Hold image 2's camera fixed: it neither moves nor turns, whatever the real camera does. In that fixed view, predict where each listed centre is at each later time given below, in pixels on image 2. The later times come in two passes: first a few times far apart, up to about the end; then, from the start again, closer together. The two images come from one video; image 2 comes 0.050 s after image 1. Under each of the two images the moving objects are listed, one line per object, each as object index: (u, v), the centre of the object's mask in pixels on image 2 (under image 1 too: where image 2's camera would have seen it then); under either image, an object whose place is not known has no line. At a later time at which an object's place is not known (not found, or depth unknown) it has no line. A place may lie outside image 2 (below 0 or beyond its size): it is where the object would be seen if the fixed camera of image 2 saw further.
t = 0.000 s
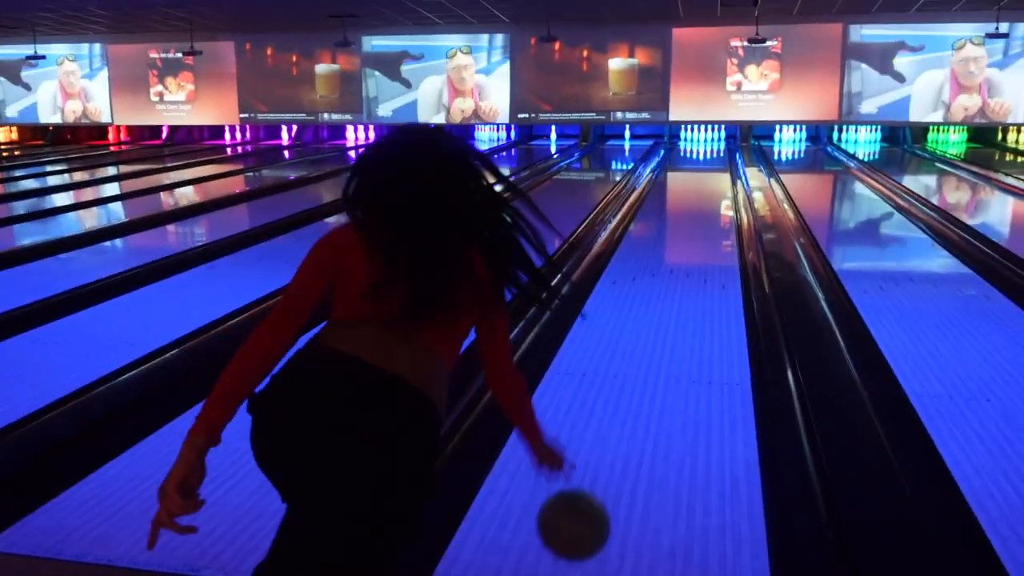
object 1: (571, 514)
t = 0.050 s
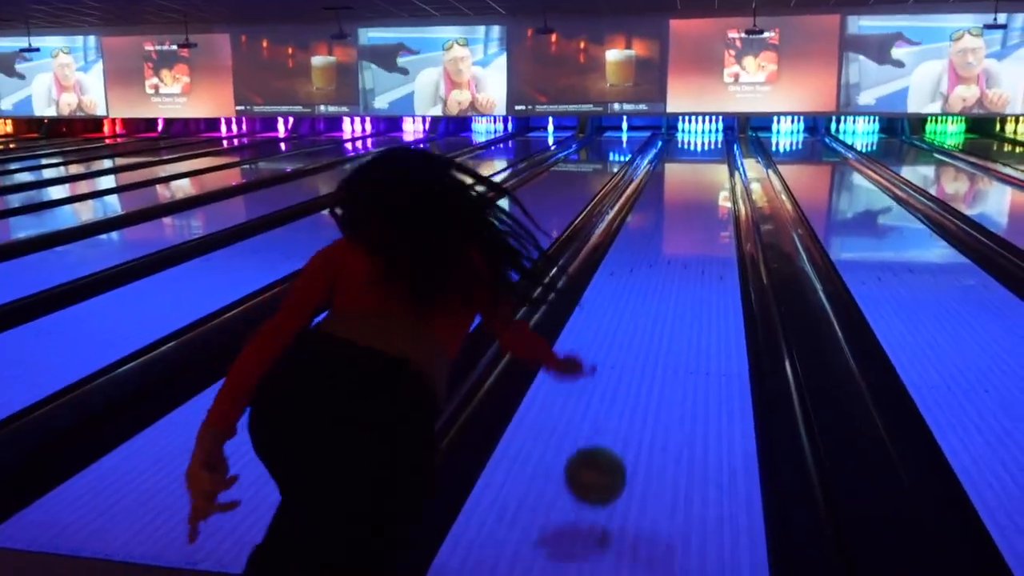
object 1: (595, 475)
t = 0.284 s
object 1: (655, 331)
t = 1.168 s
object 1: (705, 175)
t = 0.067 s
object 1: (602, 467)
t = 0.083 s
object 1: (608, 462)
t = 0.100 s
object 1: (614, 451)
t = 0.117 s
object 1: (619, 433)
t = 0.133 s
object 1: (624, 420)
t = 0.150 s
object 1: (628, 406)
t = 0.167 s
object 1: (632, 394)
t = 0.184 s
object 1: (636, 384)
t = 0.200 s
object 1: (640, 375)
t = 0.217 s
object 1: (643, 365)
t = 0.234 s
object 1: (646, 355)
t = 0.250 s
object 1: (649, 347)
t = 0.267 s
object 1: (652, 339)
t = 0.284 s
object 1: (655, 331)
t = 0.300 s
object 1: (657, 324)
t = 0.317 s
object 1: (660, 317)
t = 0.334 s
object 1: (662, 311)
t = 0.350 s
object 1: (664, 304)
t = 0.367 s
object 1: (666, 298)
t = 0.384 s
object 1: (668, 293)
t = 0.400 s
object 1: (669, 288)
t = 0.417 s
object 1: (671, 283)
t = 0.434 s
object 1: (673, 277)
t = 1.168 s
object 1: (705, 175)
